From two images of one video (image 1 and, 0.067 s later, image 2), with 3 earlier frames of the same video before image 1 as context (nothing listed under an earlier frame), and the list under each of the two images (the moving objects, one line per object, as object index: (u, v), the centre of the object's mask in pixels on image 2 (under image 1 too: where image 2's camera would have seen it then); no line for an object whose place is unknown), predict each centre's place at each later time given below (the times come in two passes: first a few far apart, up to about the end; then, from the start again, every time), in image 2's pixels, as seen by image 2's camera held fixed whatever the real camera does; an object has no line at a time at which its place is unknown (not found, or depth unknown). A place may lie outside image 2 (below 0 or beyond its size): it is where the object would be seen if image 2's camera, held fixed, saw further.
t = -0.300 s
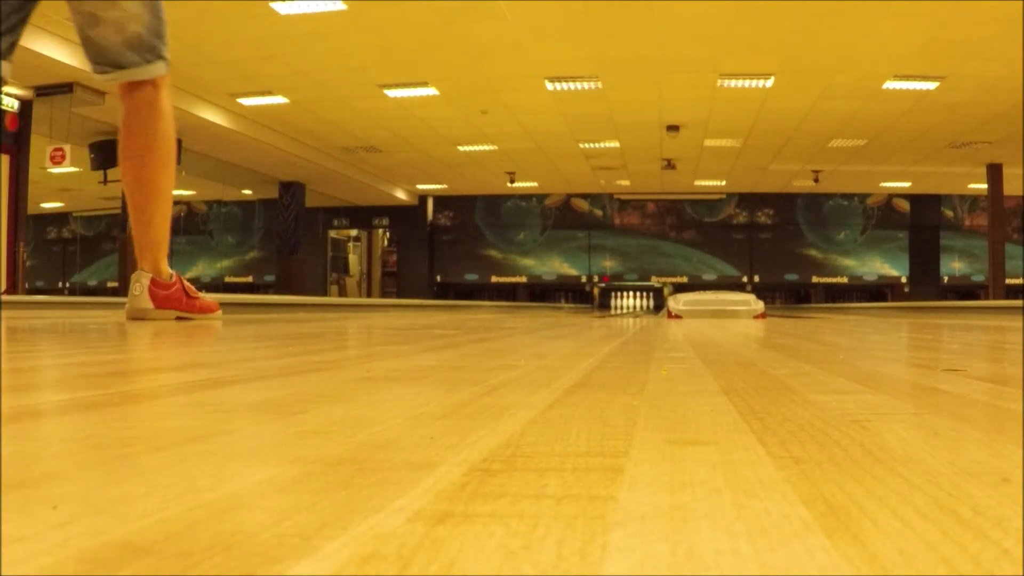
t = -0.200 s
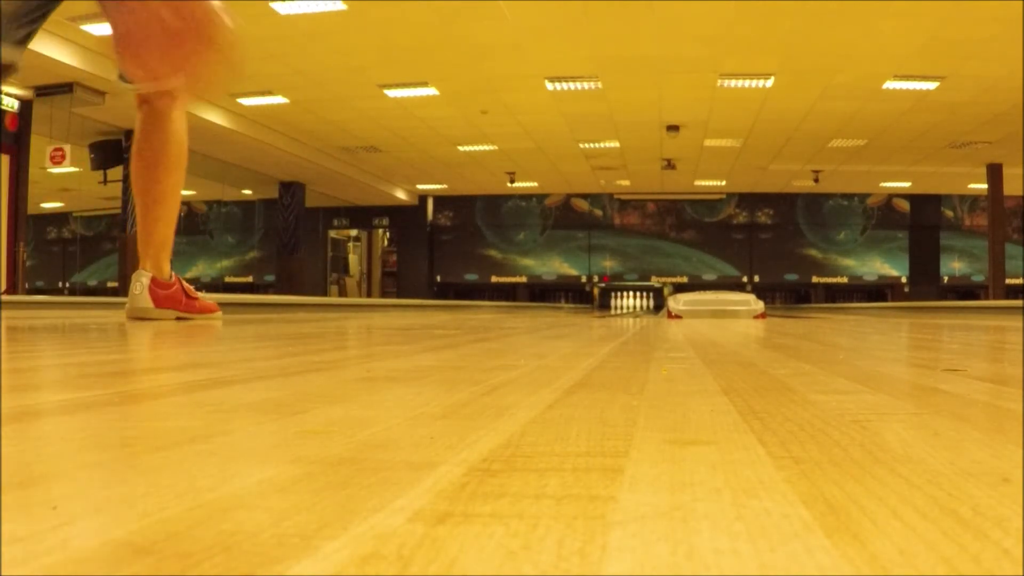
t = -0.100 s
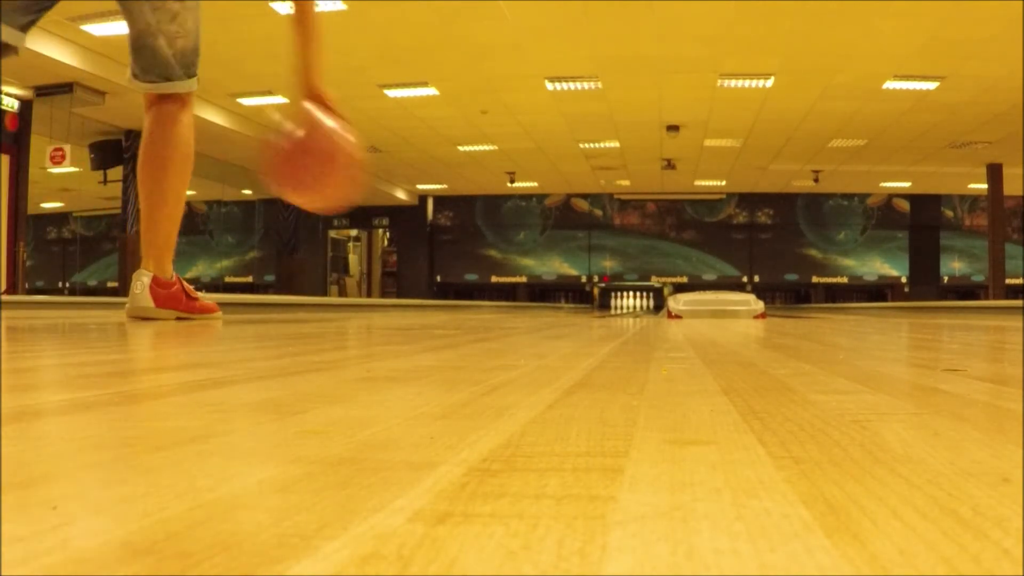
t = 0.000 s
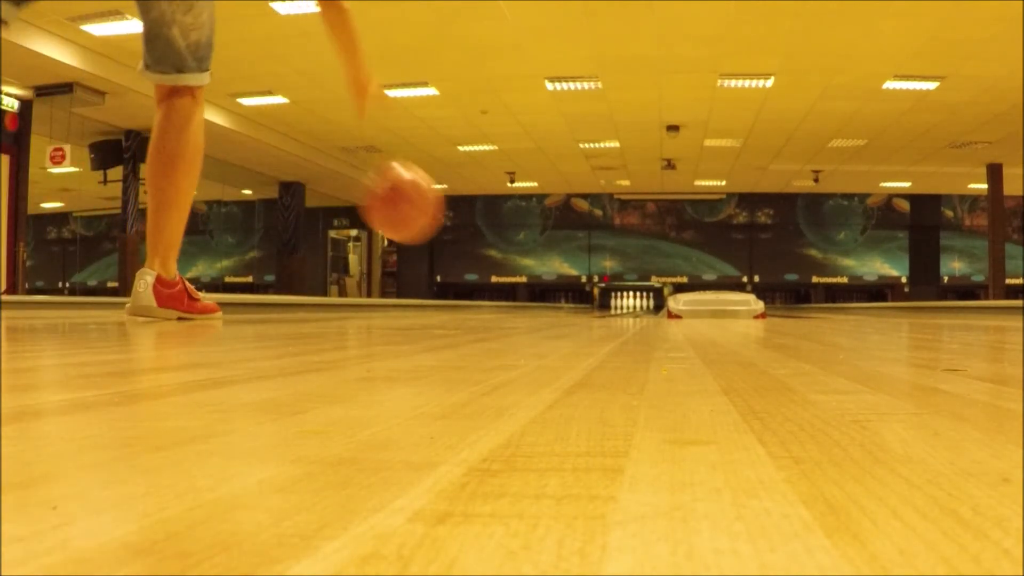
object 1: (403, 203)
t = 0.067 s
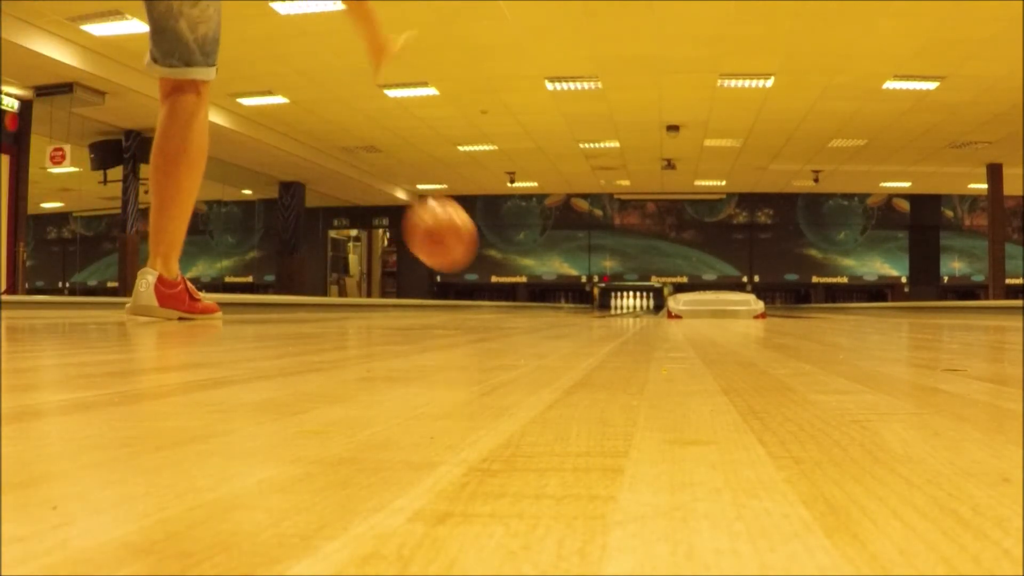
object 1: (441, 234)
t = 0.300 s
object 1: (520, 287)
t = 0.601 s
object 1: (569, 295)
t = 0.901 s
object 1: (596, 298)
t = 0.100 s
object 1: (456, 251)
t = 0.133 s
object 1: (470, 268)
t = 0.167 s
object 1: (482, 283)
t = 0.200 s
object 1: (493, 283)
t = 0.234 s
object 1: (503, 282)
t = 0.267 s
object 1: (512, 284)
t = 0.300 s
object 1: (520, 287)
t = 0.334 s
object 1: (528, 291)
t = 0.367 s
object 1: (535, 292)
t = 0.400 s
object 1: (541, 292)
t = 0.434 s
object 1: (547, 293)
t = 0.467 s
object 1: (552, 294)
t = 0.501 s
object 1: (557, 293)
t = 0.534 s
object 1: (561, 294)
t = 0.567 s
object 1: (565, 295)
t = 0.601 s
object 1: (569, 295)
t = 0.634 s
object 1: (573, 295)
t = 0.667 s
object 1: (577, 296)
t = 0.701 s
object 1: (580, 296)
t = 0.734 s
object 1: (583, 296)
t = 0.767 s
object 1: (586, 297)
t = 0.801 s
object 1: (589, 297)
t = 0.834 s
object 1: (591, 297)
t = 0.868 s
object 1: (594, 298)
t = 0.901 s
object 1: (596, 298)
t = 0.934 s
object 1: (598, 298)
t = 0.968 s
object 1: (600, 298)
